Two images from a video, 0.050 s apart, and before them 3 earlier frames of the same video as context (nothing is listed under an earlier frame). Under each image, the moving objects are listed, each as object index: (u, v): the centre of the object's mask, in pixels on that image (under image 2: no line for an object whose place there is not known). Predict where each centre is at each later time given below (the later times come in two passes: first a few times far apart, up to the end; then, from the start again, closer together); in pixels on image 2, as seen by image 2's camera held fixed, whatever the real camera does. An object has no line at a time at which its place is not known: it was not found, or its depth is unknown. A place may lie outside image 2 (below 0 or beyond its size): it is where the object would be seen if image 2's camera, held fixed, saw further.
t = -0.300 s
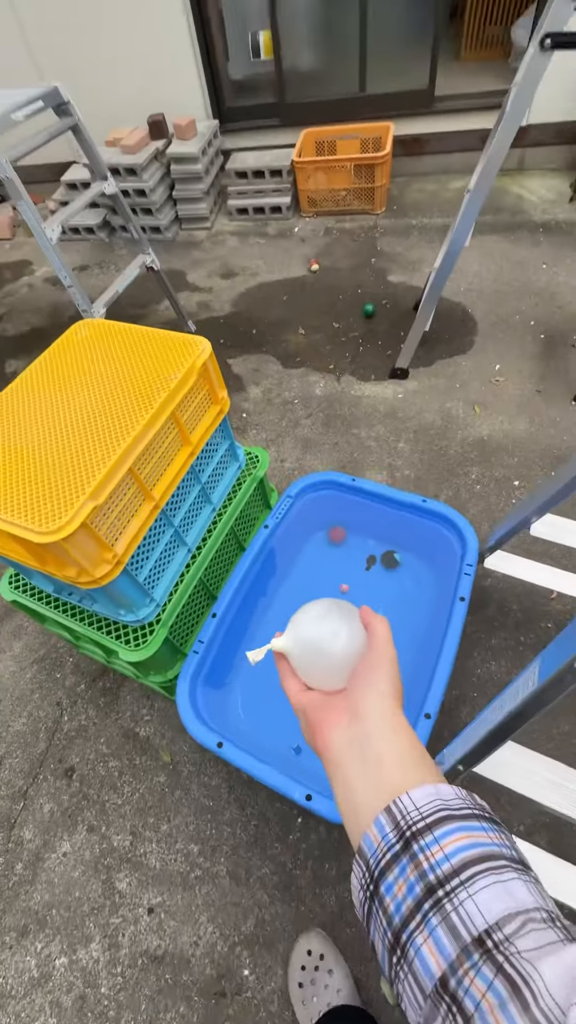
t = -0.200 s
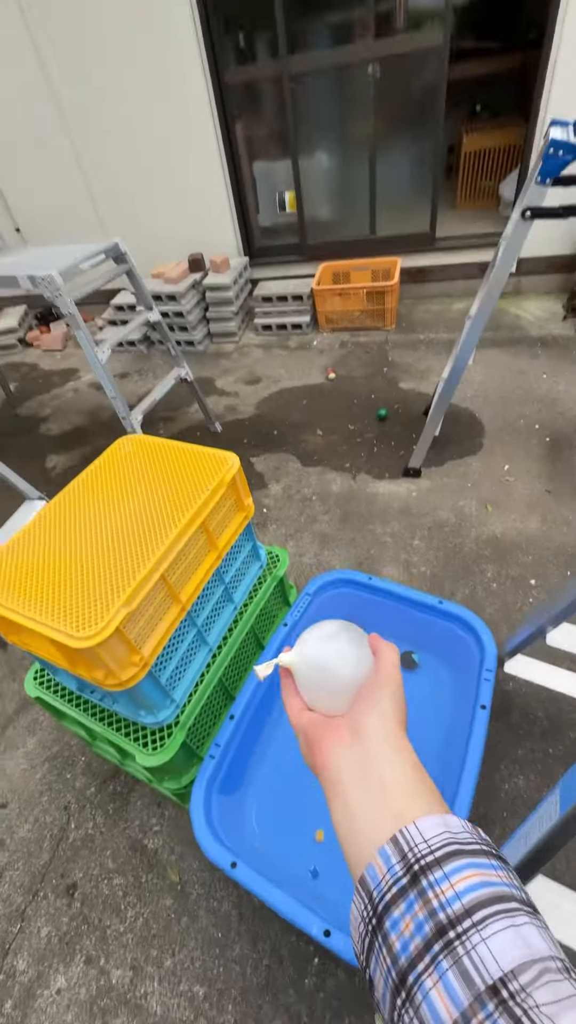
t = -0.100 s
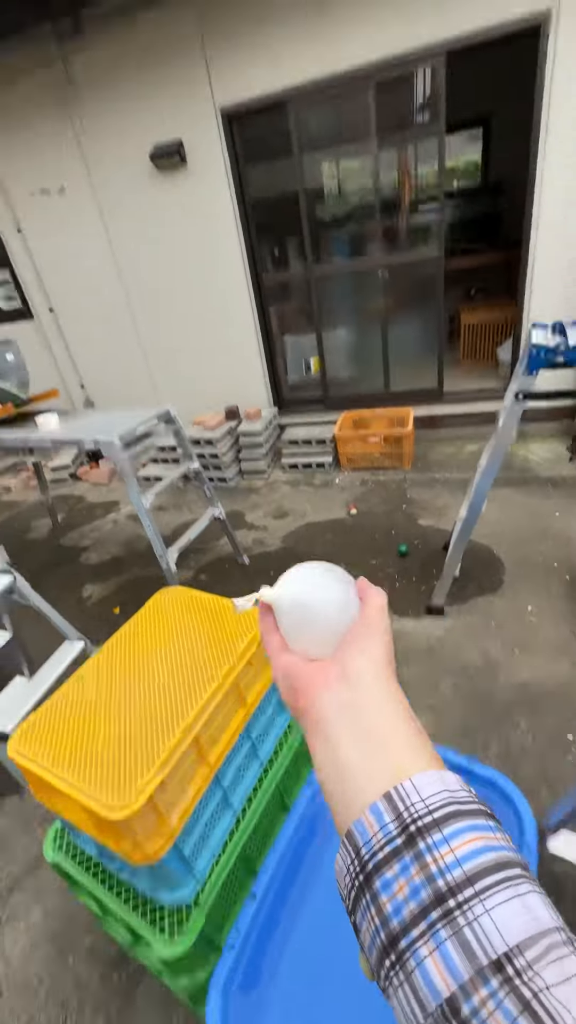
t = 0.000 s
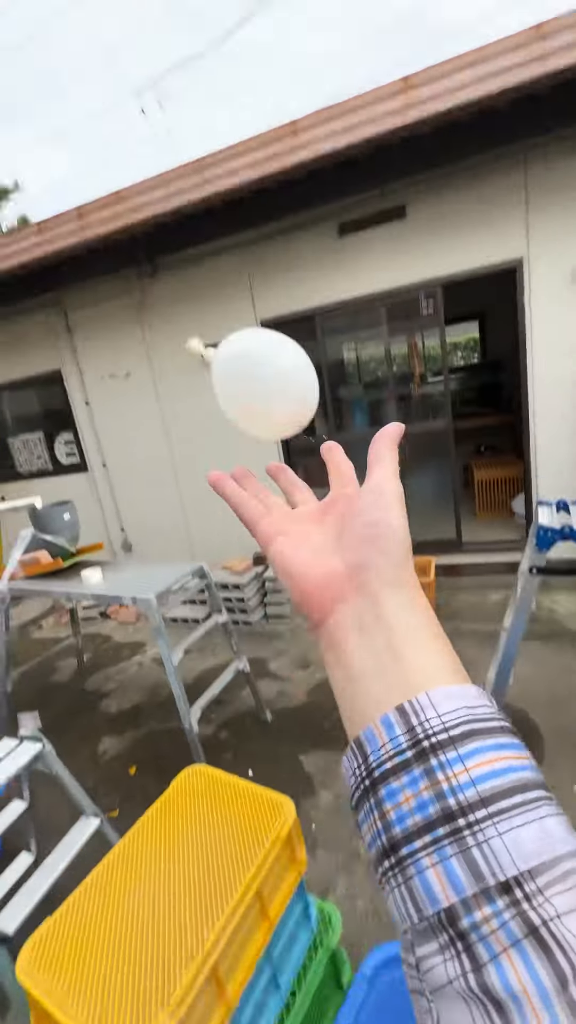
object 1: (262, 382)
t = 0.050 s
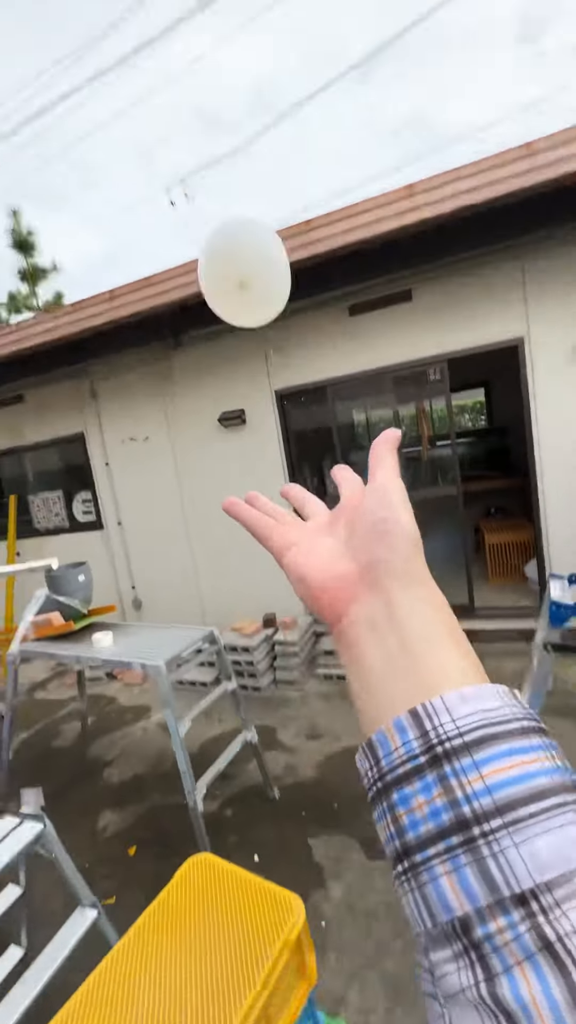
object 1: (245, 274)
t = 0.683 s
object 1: (201, -93)
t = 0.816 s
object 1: (259, 227)
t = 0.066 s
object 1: (237, 220)
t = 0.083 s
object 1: (230, 170)
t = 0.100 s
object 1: (225, 123)
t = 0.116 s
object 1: (221, 80)
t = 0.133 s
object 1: (219, 40)
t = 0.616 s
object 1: (191, -190)
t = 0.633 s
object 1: (193, -170)
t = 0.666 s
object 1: (198, -122)
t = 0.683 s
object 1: (201, -93)
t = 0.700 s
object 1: (207, -58)
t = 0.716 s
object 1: (213, -25)
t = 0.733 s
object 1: (219, 13)
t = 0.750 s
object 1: (226, 51)
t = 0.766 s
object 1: (233, 93)
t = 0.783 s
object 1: (242, 136)
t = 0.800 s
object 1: (252, 179)
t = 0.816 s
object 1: (259, 227)
